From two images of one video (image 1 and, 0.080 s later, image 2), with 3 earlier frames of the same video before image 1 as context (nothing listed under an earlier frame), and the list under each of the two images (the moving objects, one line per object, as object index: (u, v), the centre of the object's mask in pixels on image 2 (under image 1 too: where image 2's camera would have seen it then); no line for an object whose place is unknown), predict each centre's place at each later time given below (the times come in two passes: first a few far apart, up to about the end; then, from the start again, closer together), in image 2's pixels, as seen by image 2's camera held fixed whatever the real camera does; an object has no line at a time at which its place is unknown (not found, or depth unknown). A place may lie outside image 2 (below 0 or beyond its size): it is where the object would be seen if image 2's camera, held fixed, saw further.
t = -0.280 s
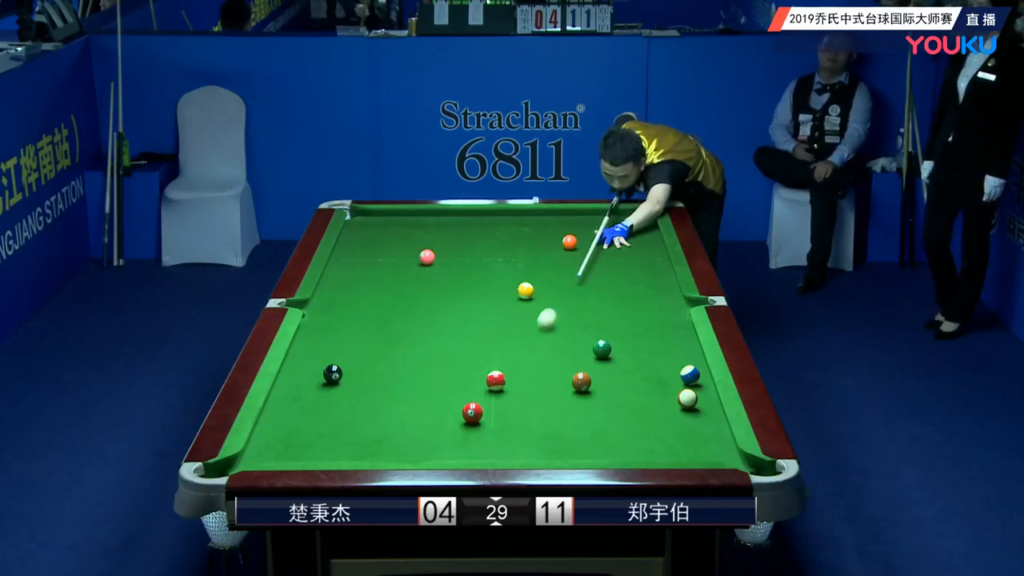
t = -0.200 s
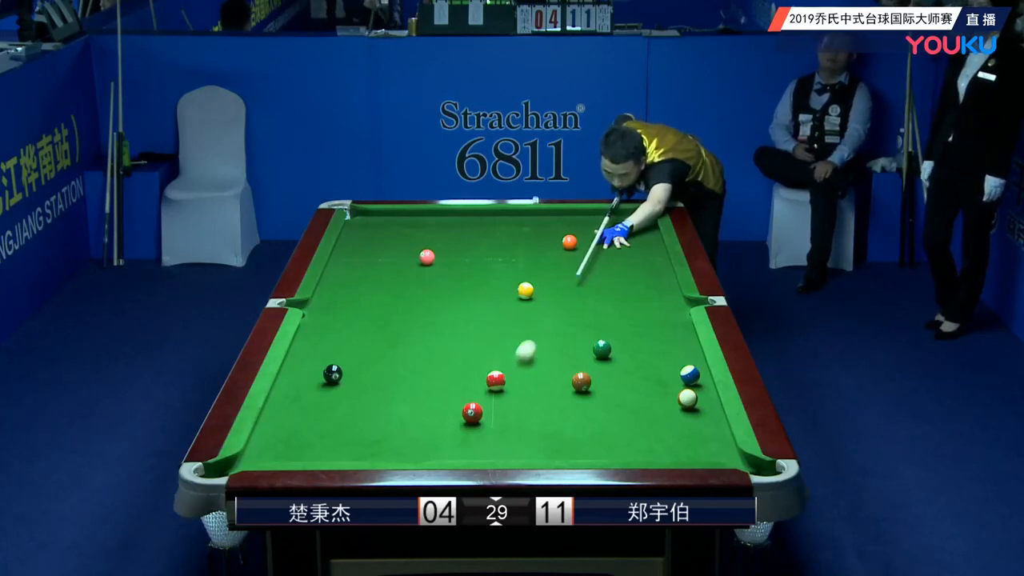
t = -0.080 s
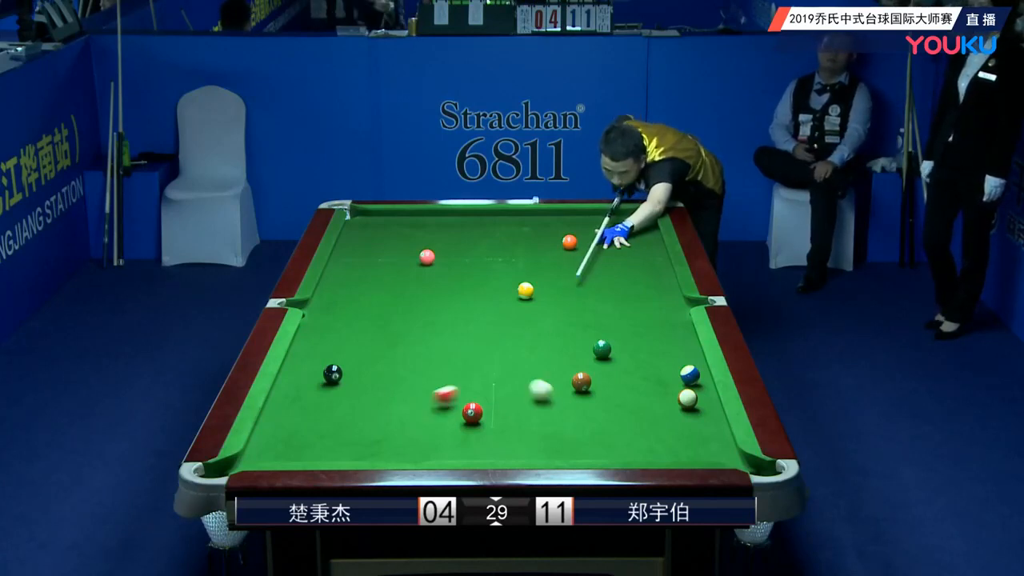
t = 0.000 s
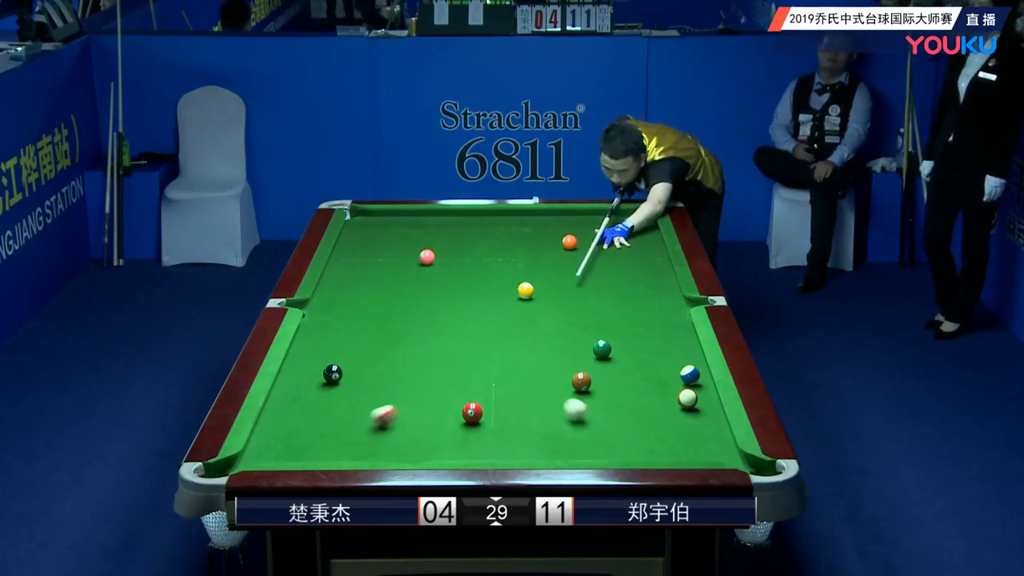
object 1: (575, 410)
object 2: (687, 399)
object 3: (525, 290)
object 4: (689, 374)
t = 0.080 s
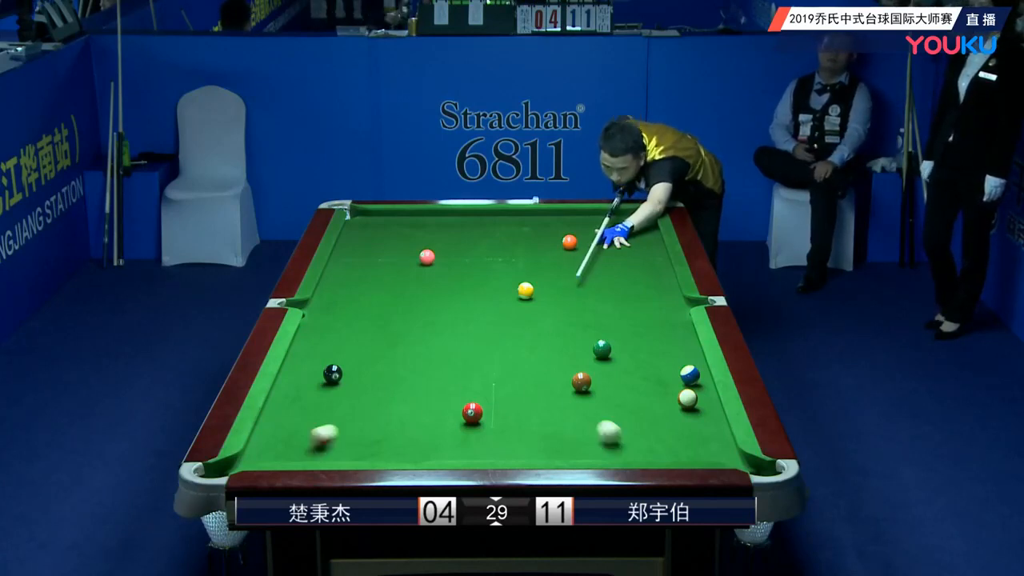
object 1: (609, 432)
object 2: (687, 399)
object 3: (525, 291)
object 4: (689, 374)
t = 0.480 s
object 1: (707, 404)
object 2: (679, 387)
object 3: (525, 290)
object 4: (690, 373)
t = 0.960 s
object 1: (602, 371)
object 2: (625, 347)
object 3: (525, 290)
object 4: (693, 370)
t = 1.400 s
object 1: (525, 346)
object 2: (581, 319)
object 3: (525, 290)
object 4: (681, 368)
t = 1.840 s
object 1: (460, 324)
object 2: (544, 295)
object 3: (525, 291)
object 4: (676, 366)
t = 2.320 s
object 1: (401, 305)
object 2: (546, 281)
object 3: (495, 285)
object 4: (677, 366)
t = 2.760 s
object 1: (356, 289)
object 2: (550, 271)
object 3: (470, 281)
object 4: (677, 366)
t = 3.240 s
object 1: (337, 276)
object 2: (554, 264)
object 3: (449, 278)
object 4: (677, 366)
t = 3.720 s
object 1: (362, 267)
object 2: (556, 258)
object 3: (436, 276)
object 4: (677, 366)
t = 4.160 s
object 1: (380, 261)
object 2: (557, 255)
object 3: (427, 275)
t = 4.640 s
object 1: (395, 256)
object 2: (558, 253)
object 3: (425, 275)
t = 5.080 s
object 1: (405, 253)
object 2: (557, 253)
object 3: (425, 275)
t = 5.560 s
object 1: (411, 252)
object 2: (558, 253)
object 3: (425, 275)
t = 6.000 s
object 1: (412, 251)
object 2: (558, 253)
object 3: (425, 275)
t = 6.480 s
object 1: (412, 251)
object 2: (558, 253)
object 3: (425, 275)
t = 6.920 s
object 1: (412, 251)
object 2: (558, 253)
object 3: (425, 275)
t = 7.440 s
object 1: (412, 251)
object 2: (558, 253)
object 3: (425, 275)
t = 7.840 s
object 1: (413, 251)
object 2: (558, 253)
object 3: (425, 275)
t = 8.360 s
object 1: (413, 251)
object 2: (558, 253)
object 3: (425, 275)
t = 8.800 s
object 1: (412, 251)
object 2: (558, 253)
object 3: (425, 275)
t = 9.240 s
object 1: (412, 251)
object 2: (558, 253)
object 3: (425, 275)
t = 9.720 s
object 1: (412, 251)
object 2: (558, 253)
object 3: (425, 275)
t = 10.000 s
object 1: (412, 251)
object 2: (558, 253)
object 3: (425, 275)
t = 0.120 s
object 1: (624, 444)
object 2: (687, 399)
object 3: (525, 290)
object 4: (689, 374)
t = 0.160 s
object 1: (639, 453)
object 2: (687, 399)
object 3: (525, 291)
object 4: (689, 374)
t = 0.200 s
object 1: (652, 450)
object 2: (687, 399)
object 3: (525, 291)
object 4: (689, 374)
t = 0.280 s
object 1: (669, 432)
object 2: (687, 399)
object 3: (525, 290)
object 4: (689, 374)
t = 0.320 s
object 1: (677, 423)
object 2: (687, 399)
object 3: (525, 290)
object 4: (689, 374)
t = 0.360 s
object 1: (685, 414)
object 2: (687, 397)
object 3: (525, 290)
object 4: (689, 374)
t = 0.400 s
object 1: (694, 407)
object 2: (685, 395)
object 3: (525, 290)
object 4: (689, 374)
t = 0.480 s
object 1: (707, 404)
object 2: (679, 387)
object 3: (525, 290)
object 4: (690, 373)
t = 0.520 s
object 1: (696, 401)
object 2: (676, 382)
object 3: (525, 290)
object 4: (690, 374)
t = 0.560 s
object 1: (686, 398)
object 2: (672, 378)
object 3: (525, 290)
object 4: (690, 374)
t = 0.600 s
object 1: (676, 396)
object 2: (667, 375)
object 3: (525, 290)
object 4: (693, 373)
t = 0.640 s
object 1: (667, 393)
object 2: (662, 371)
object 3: (525, 290)
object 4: (695, 373)
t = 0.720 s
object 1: (650, 387)
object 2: (652, 365)
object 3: (525, 290)
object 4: (700, 372)
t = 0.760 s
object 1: (642, 384)
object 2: (647, 362)
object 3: (525, 290)
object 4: (700, 372)
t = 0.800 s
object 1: (633, 381)
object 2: (643, 358)
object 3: (525, 290)
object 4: (699, 371)
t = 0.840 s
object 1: (626, 379)
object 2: (638, 355)
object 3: (525, 290)
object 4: (697, 371)
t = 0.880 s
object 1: (618, 376)
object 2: (633, 352)
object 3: (525, 290)
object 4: (696, 371)
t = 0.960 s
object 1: (602, 371)
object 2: (625, 347)
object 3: (525, 290)
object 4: (693, 370)
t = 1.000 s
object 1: (595, 368)
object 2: (621, 344)
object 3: (525, 290)
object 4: (692, 370)
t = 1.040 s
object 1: (587, 365)
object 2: (617, 341)
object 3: (525, 290)
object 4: (690, 369)
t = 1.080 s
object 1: (579, 363)
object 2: (613, 338)
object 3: (525, 290)
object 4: (689, 369)
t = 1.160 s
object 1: (565, 359)
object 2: (604, 332)
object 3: (525, 290)
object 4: (687, 369)
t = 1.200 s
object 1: (558, 357)
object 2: (600, 331)
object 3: (525, 291)
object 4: (686, 369)
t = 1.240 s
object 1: (551, 354)
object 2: (596, 328)
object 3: (525, 290)
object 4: (685, 368)
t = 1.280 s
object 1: (545, 352)
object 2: (592, 325)
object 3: (525, 290)
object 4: (684, 368)
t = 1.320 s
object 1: (538, 350)
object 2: (588, 324)
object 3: (525, 290)
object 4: (683, 368)
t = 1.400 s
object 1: (525, 346)
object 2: (581, 319)
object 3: (525, 290)
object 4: (681, 368)
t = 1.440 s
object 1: (518, 343)
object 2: (577, 317)
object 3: (525, 290)
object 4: (681, 367)
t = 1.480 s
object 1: (512, 342)
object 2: (574, 314)
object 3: (525, 290)
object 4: (680, 367)
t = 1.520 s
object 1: (506, 339)
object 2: (570, 312)
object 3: (525, 290)
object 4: (679, 367)
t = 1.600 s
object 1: (494, 336)
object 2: (564, 308)
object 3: (525, 290)
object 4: (678, 367)
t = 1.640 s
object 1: (488, 334)
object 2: (560, 306)
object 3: (525, 290)
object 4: (678, 367)
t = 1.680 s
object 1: (482, 332)
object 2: (557, 304)
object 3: (525, 290)
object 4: (677, 367)
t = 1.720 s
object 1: (476, 330)
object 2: (553, 301)
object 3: (525, 290)
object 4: (677, 366)
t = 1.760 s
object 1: (471, 328)
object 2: (550, 300)
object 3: (525, 290)
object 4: (677, 366)
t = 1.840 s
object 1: (460, 324)
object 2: (544, 295)
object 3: (525, 291)
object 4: (676, 366)
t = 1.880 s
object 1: (455, 323)
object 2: (541, 294)
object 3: (525, 291)
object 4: (676, 366)
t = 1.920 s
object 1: (449, 321)
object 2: (541, 293)
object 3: (523, 290)
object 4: (676, 366)
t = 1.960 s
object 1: (444, 319)
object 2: (542, 291)
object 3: (519, 289)
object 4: (676, 366)
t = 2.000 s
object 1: (439, 317)
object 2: (543, 290)
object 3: (516, 289)
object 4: (676, 366)
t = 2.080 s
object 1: (429, 314)
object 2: (544, 288)
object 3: (511, 288)
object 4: (676, 366)
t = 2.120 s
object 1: (424, 312)
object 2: (544, 287)
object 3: (508, 287)
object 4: (676, 366)
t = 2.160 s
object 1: (419, 311)
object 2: (544, 286)
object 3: (505, 287)
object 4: (676, 366)
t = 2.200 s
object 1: (415, 309)
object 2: (545, 285)
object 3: (502, 286)
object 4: (677, 366)
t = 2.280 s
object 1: (406, 306)
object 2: (546, 282)
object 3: (497, 286)
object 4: (677, 366)
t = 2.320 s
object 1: (401, 305)
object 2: (546, 281)
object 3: (495, 285)
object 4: (677, 366)
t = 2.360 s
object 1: (397, 303)
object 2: (547, 280)
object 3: (492, 285)
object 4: (677, 366)
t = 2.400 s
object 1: (392, 302)
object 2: (547, 279)
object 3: (490, 284)
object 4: (677, 366)
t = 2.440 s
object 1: (388, 300)
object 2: (548, 278)
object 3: (488, 284)
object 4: (677, 366)
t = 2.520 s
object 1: (380, 297)
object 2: (548, 276)
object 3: (483, 283)
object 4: (677, 366)
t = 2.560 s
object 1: (375, 296)
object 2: (549, 275)
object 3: (481, 283)
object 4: (677, 366)
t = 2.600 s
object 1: (371, 294)
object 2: (549, 274)
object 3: (479, 283)
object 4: (677, 366)
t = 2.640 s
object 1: (367, 293)
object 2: (550, 274)
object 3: (476, 282)
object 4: (677, 366)
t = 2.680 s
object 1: (363, 292)
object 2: (550, 273)
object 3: (475, 282)
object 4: (677, 366)
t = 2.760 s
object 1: (356, 289)
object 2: (550, 271)
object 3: (470, 281)
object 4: (677, 366)
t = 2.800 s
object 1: (352, 288)
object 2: (550, 271)
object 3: (468, 281)
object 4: (677, 366)
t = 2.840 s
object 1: (348, 287)
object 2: (551, 270)
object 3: (466, 280)
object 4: (677, 366)
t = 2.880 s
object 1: (345, 285)
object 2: (551, 269)
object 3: (464, 280)
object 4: (677, 366)
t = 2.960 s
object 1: (337, 283)
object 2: (552, 267)
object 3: (461, 279)
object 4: (677, 366)
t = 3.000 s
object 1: (334, 282)
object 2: (552, 267)
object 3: (459, 279)
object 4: (677, 366)
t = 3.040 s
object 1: (331, 280)
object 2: (552, 266)
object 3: (457, 279)
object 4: (677, 366)
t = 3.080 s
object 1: (327, 279)
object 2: (553, 266)
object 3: (456, 279)
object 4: (677, 366)
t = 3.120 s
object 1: (329, 278)
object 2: (553, 265)
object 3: (454, 279)
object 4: (677, 366)
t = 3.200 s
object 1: (334, 277)
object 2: (554, 264)
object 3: (451, 278)
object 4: (677, 366)
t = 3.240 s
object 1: (337, 276)
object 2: (554, 264)
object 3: (449, 278)
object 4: (677, 366)
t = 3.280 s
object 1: (339, 275)
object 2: (554, 263)
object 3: (448, 278)
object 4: (677, 366)
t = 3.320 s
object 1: (341, 274)
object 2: (554, 262)
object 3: (447, 278)
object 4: (677, 366)
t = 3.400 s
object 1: (346, 273)
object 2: (555, 261)
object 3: (444, 277)
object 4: (677, 366)
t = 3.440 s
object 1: (348, 272)
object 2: (555, 261)
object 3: (443, 277)
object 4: (677, 366)
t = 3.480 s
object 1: (350, 271)
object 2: (556, 260)
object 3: (441, 277)
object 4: (677, 366)
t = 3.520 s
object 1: (352, 270)
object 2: (556, 260)
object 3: (440, 277)
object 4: (677, 366)
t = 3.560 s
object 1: (354, 270)
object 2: (556, 259)
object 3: (439, 277)
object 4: (677, 366)
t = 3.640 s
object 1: (358, 269)
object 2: (556, 259)
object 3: (437, 276)
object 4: (677, 366)
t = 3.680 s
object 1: (360, 268)
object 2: (556, 258)
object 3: (436, 276)
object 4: (677, 366)
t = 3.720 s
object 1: (362, 267)
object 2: (556, 258)
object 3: (436, 276)
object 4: (677, 366)
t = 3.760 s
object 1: (364, 267)
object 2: (557, 258)
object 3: (434, 276)
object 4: (677, 366)
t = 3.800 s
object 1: (366, 266)
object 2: (557, 258)
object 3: (433, 276)
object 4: (677, 366)
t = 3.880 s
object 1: (369, 265)
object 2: (557, 257)
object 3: (432, 276)
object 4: (677, 366)
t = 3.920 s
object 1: (371, 264)
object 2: (557, 257)
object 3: (431, 275)
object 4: (677, 366)
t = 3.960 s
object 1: (372, 264)
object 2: (557, 256)
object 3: (431, 275)
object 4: (677, 366)
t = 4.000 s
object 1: (374, 263)
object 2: (557, 256)
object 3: (430, 275)
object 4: (677, 366)
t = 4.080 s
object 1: (377, 262)
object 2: (557, 255)
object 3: (429, 275)
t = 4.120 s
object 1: (378, 262)
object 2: (557, 255)
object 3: (428, 275)
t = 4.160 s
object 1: (380, 261)
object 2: (557, 255)
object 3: (427, 275)
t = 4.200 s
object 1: (381, 261)
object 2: (557, 255)
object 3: (427, 275)
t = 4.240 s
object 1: (383, 260)
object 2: (557, 255)
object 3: (427, 275)
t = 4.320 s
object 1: (385, 259)
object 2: (558, 254)
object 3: (426, 275)
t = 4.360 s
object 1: (387, 259)
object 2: (557, 254)
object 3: (426, 275)
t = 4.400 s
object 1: (388, 258)
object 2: (558, 254)
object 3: (426, 275)
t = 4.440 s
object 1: (389, 258)
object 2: (558, 254)
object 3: (425, 275)
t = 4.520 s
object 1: (391, 257)
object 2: (558, 253)
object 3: (425, 275)
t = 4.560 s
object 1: (393, 257)
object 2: (558, 253)
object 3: (425, 275)
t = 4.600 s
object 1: (394, 256)
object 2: (558, 253)
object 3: (425, 275)
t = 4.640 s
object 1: (395, 256)
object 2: (558, 253)
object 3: (425, 275)
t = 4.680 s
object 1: (396, 256)
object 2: (558, 253)
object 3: (425, 275)
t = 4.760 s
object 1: (398, 255)
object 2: (558, 253)
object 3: (425, 275)
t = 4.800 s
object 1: (399, 255)
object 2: (557, 253)
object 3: (425, 275)
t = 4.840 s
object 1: (400, 255)
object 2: (557, 253)
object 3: (425, 275)
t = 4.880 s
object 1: (401, 254)
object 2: (557, 253)
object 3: (425, 275)
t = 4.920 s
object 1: (401, 254)
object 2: (557, 253)
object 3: (425, 275)
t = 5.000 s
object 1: (403, 254)
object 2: (557, 253)
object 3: (425, 275)
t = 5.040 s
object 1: (404, 253)
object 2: (557, 253)
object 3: (425, 275)
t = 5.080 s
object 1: (405, 253)
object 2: (557, 253)
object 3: (425, 275)
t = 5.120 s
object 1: (405, 253)
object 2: (557, 253)
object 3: (425, 275)
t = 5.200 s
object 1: (407, 253)
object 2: (558, 253)
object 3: (425, 275)
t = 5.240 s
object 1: (407, 253)
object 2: (558, 253)
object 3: (425, 275)
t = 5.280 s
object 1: (408, 252)
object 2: (558, 253)
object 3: (425, 275)
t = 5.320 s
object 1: (408, 252)
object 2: (558, 253)
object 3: (425, 275)
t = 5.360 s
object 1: (409, 252)
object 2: (558, 253)
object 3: (425, 275)
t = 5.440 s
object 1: (410, 252)
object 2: (558, 253)
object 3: (425, 275)
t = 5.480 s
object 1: (410, 252)
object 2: (558, 253)
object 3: (425, 275)
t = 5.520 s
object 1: (411, 252)
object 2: (558, 253)
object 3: (425, 275)
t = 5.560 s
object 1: (411, 252)
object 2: (558, 253)
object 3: (425, 275)
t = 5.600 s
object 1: (411, 252)
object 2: (558, 253)
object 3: (425, 275)
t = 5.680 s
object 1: (412, 251)
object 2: (558, 253)
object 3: (425, 275)
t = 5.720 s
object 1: (412, 251)
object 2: (558, 253)
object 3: (425, 275)
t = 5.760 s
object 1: (412, 251)
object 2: (558, 253)
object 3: (425, 275)
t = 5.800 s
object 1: (412, 251)
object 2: (558, 253)
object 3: (425, 275)
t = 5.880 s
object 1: (412, 251)
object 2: (558, 253)
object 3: (425, 275)
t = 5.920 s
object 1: (412, 251)
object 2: (558, 253)
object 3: (425, 275)
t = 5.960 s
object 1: (412, 251)
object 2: (558, 253)
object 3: (425, 275)
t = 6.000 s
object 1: (412, 251)
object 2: (558, 253)
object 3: (425, 275)
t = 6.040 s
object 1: (412, 251)
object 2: (558, 253)
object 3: (425, 275)
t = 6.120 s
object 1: (412, 251)
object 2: (558, 253)
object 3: (425, 275)
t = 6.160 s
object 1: (412, 251)
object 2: (558, 253)
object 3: (425, 275)
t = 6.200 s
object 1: (412, 251)
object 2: (558, 253)
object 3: (425, 275)
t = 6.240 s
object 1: (412, 251)
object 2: (558, 253)
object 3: (425, 275)
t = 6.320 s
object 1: (412, 251)
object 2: (558, 253)
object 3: (425, 275)
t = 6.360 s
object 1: (412, 251)
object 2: (558, 253)
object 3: (425, 275)
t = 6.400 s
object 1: (412, 251)
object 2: (558, 253)
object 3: (425, 275)
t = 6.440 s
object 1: (412, 251)
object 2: (558, 253)
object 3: (425, 275)
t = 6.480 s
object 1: (412, 251)
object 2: (558, 253)
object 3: (425, 275)
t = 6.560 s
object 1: (412, 251)
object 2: (558, 253)
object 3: (425, 275)
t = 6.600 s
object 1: (412, 251)
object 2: (558, 253)
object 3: (425, 275)
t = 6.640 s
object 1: (412, 251)
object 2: (558, 253)
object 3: (425, 275)
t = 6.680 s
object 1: (412, 251)
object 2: (558, 253)
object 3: (425, 275)
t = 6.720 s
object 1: (412, 251)
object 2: (558, 253)
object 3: (425, 275)
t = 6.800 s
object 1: (412, 251)
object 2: (558, 253)
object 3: (425, 275)
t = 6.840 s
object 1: (412, 251)
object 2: (558, 253)
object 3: (425, 275)
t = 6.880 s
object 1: (412, 251)
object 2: (558, 253)
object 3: (425, 275)
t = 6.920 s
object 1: (412, 251)
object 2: (558, 253)
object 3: (425, 275)
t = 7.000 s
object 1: (412, 251)
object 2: (558, 253)
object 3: (425, 275)
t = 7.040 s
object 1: (412, 251)
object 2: (558, 253)
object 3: (425, 275)
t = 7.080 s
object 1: (412, 251)
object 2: (558, 253)
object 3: (425, 275)
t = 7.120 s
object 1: (412, 251)
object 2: (558, 253)
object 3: (425, 275)
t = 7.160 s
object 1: (412, 251)
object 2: (558, 253)
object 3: (425, 275)
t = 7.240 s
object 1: (412, 251)
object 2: (558, 253)
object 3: (425, 275)
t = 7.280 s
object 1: (412, 251)
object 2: (558, 253)
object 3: (425, 275)
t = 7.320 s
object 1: (413, 251)
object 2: (558, 253)
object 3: (425, 275)
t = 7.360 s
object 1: (412, 251)
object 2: (558, 253)
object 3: (425, 275)
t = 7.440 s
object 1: (412, 251)
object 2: (558, 253)
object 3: (425, 275)
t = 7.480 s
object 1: (412, 251)
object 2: (558, 253)
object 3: (425, 275)
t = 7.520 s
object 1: (412, 251)
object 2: (558, 253)
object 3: (425, 275)
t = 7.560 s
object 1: (412, 251)
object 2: (558, 253)
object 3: (425, 275)
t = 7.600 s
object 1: (413, 251)
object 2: (558, 253)
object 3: (425, 275)
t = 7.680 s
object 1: (413, 251)
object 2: (558, 253)
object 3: (425, 275)
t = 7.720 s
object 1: (413, 251)
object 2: (558, 253)
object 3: (425, 275)
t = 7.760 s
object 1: (413, 251)
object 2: (558, 253)
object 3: (425, 275)
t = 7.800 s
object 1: (413, 251)
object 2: (558, 253)
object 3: (425, 275)
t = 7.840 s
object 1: (413, 251)
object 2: (558, 253)
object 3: (425, 275)
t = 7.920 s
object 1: (412, 251)
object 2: (558, 253)
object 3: (425, 275)
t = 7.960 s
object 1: (413, 251)
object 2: (558, 253)
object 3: (425, 275)
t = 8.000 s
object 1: (413, 251)
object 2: (558, 253)
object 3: (425, 275)
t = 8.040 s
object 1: (413, 251)
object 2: (558, 253)
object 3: (425, 275)
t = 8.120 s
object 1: (413, 251)
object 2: (558, 253)
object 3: (425, 275)
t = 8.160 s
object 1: (413, 251)
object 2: (558, 253)
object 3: (425, 275)
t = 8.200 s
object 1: (413, 251)
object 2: (558, 253)
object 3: (425, 275)
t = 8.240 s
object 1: (413, 251)
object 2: (558, 253)
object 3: (425, 275)
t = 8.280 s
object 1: (413, 251)
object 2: (558, 253)
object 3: (425, 275)
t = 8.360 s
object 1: (413, 251)
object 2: (558, 253)
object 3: (425, 275)
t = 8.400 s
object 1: (413, 251)
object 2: (558, 253)
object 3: (425, 275)
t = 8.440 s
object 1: (412, 251)
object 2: (558, 253)
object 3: (425, 275)
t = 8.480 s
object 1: (412, 251)
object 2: (558, 253)
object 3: (425, 275)
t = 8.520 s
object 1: (412, 251)
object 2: (558, 253)
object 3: (425, 275)
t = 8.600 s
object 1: (412, 251)
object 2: (558, 253)
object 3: (425, 275)
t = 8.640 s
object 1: (412, 251)
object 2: (558, 253)
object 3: (425, 275)
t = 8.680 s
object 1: (412, 251)
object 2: (558, 253)
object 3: (425, 275)
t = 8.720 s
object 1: (412, 251)
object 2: (558, 253)
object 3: (425, 275)
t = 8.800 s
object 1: (412, 251)
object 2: (558, 253)
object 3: (425, 275)
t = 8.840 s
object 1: (412, 251)
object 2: (558, 253)
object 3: (425, 275)
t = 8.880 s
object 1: (412, 251)
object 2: (558, 253)
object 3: (425, 275)
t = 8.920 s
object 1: (412, 251)
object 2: (558, 253)
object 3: (425, 275)
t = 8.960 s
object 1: (412, 251)
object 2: (558, 253)
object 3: (425, 275)
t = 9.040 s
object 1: (412, 251)
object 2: (558, 253)
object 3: (425, 275)
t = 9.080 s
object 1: (412, 251)
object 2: (558, 253)
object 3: (425, 275)
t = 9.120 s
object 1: (412, 251)
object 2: (558, 253)
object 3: (425, 275)
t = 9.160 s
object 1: (412, 251)
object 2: (558, 253)
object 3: (425, 275)
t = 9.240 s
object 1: (412, 251)
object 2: (558, 253)
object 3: (425, 275)
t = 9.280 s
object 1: (412, 251)
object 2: (558, 253)
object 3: (425, 275)
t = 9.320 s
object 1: (412, 251)
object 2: (558, 253)
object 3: (425, 275)
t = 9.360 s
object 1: (412, 251)
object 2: (558, 253)
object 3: (425, 275)
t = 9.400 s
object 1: (412, 251)
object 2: (558, 253)
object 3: (425, 275)
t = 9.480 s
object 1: (412, 252)
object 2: (558, 253)
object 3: (425, 275)
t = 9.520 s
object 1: (412, 252)
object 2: (558, 253)
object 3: (425, 275)
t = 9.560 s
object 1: (412, 251)
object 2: (558, 253)
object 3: (425, 275)
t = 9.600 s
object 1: (412, 251)
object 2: (558, 253)
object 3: (425, 275)
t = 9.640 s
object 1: (412, 251)
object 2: (558, 253)
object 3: (425, 275)
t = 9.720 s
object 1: (412, 251)
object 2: (558, 253)
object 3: (425, 275)
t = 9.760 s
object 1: (412, 251)
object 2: (558, 253)
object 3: (425, 275)
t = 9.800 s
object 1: (412, 251)
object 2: (558, 253)
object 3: (425, 275)
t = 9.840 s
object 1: (412, 252)
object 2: (558, 253)
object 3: (425, 275)
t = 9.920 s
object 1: (412, 251)
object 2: (558, 253)
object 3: (425, 275)
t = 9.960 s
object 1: (412, 251)
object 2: (558, 253)
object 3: (425, 275)
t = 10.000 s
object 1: (412, 251)
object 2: (558, 253)
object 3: (425, 275)
